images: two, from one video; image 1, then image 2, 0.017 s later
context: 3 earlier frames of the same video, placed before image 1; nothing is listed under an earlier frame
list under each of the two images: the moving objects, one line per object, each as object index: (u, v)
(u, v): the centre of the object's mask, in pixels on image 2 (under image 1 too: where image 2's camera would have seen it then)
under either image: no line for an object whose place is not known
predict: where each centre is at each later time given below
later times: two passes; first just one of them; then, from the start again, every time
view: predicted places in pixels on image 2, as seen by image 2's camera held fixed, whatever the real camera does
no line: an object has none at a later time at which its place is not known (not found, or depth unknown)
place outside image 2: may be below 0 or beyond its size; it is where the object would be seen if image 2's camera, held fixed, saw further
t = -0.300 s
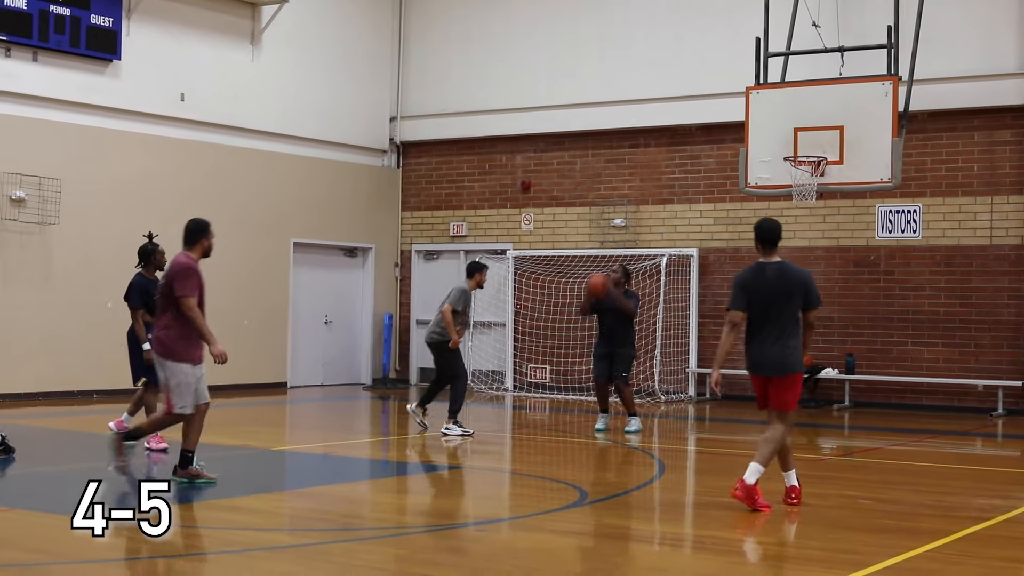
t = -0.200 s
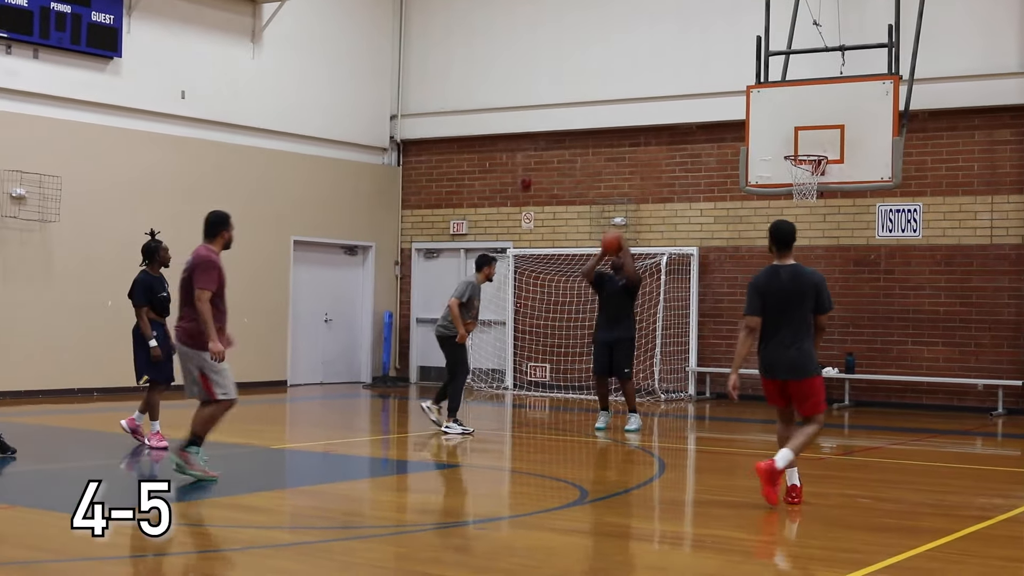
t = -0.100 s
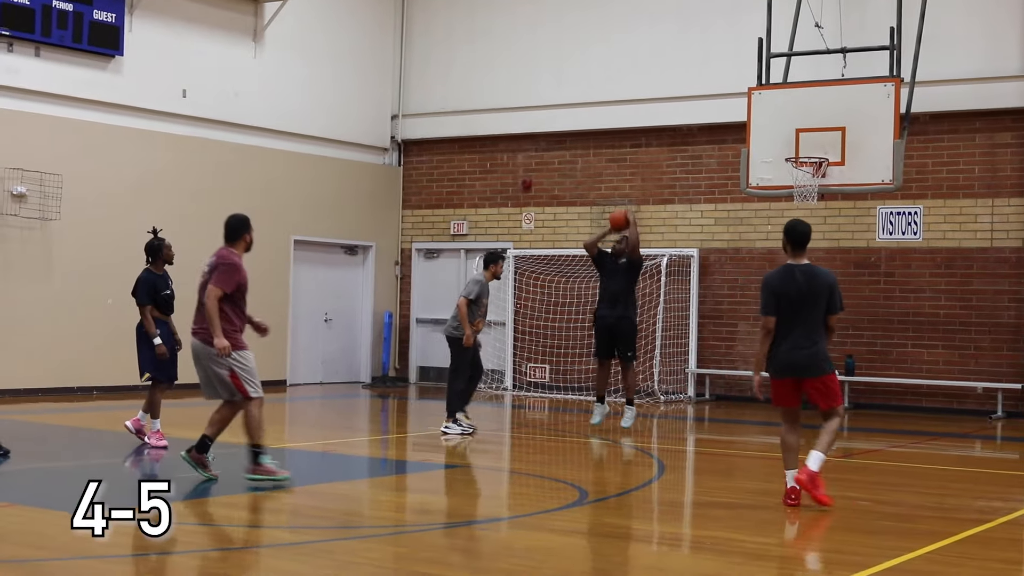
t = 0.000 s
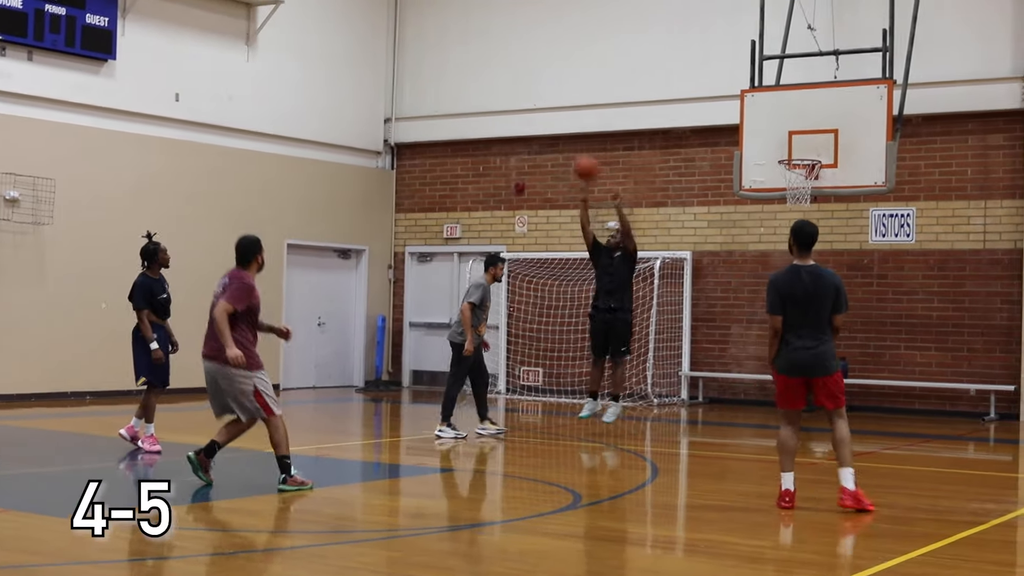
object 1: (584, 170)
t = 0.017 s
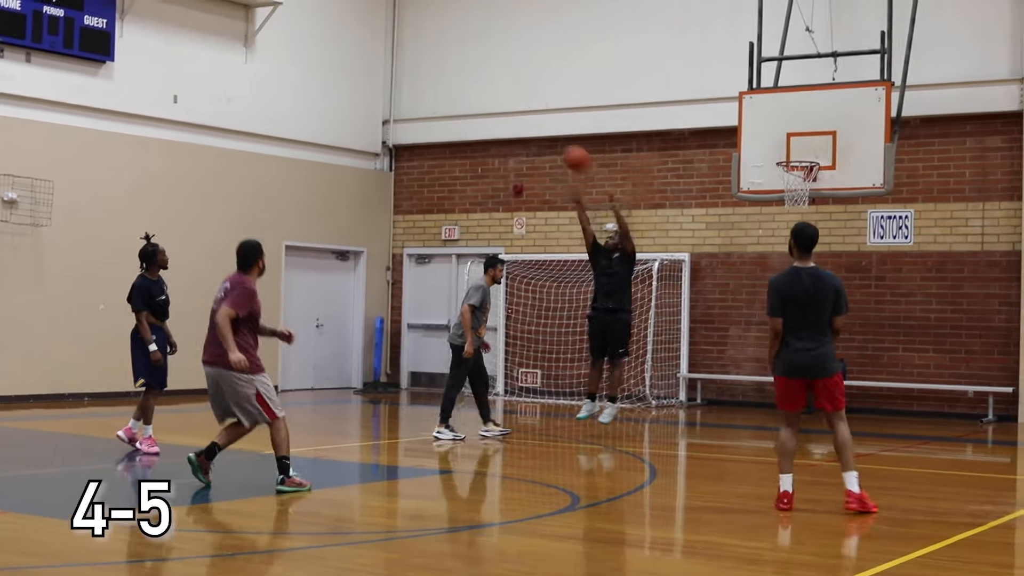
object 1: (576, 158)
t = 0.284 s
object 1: (450, 21)
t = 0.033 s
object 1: (569, 148)
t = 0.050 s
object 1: (563, 138)
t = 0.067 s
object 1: (554, 128)
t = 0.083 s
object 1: (546, 119)
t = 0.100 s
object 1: (537, 109)
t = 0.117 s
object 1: (530, 100)
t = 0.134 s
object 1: (522, 91)
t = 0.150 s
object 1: (514, 82)
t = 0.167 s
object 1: (506, 74)
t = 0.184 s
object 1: (498, 65)
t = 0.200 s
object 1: (490, 57)
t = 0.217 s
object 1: (482, 49)
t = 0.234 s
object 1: (474, 42)
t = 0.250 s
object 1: (466, 34)
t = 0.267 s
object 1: (458, 27)
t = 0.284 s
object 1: (450, 21)
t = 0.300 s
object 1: (442, 14)
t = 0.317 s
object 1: (434, 8)
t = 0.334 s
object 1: (426, 2)
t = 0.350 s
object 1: (418, -5)
